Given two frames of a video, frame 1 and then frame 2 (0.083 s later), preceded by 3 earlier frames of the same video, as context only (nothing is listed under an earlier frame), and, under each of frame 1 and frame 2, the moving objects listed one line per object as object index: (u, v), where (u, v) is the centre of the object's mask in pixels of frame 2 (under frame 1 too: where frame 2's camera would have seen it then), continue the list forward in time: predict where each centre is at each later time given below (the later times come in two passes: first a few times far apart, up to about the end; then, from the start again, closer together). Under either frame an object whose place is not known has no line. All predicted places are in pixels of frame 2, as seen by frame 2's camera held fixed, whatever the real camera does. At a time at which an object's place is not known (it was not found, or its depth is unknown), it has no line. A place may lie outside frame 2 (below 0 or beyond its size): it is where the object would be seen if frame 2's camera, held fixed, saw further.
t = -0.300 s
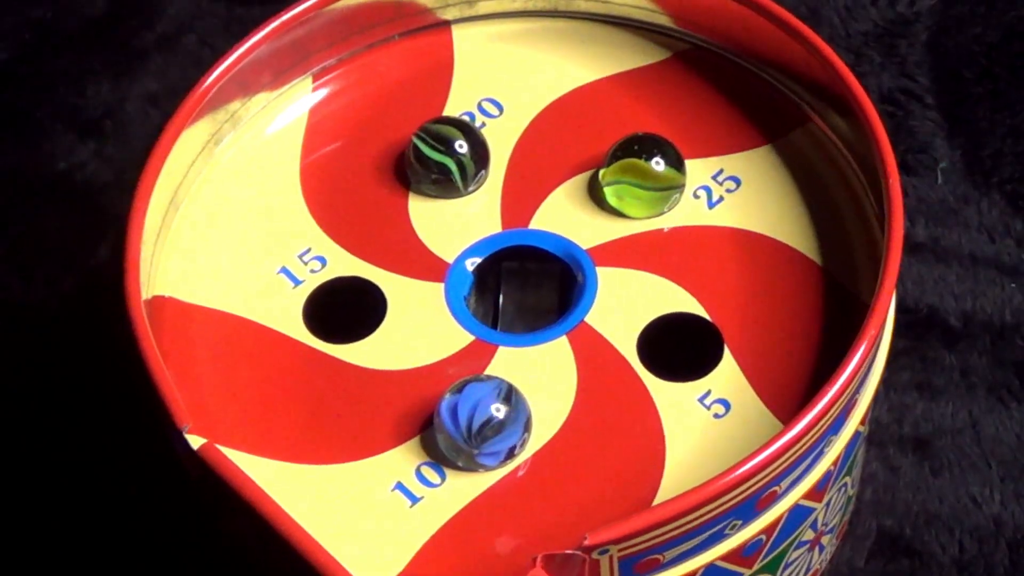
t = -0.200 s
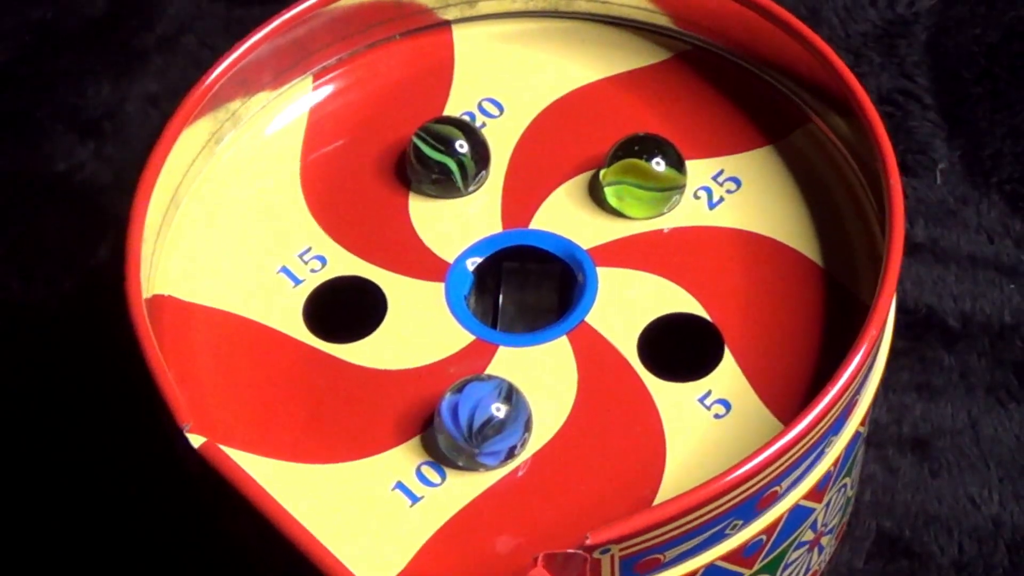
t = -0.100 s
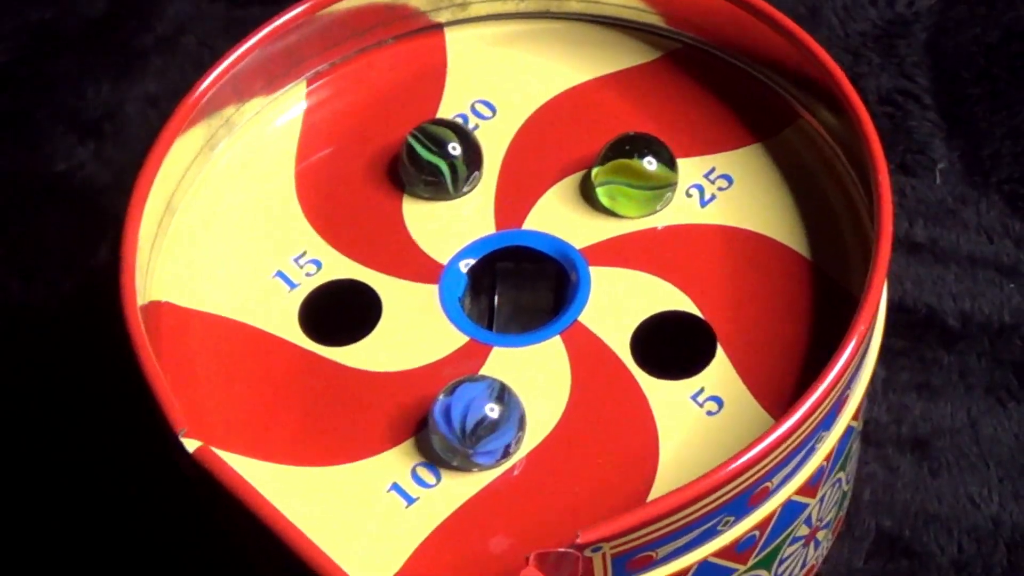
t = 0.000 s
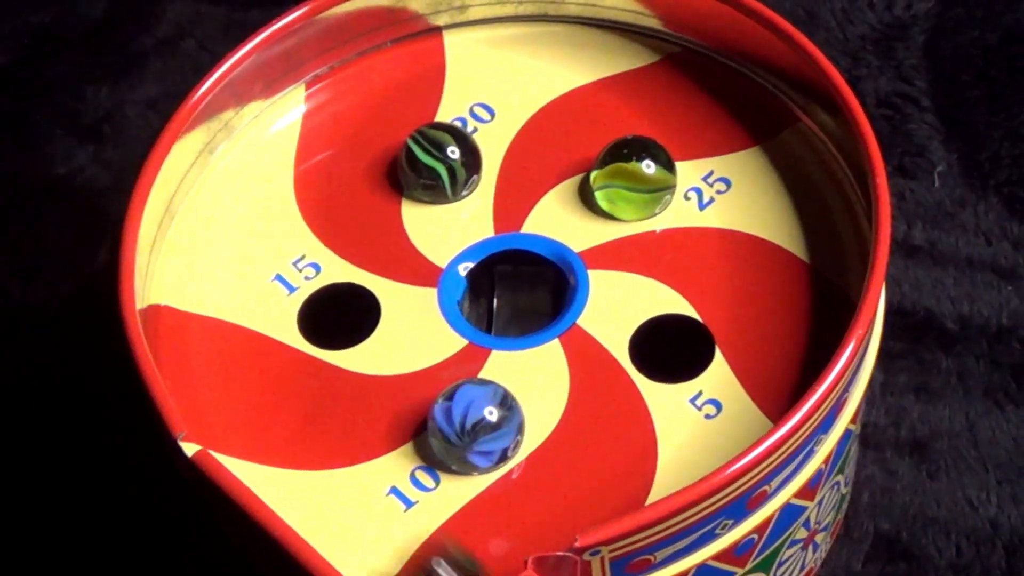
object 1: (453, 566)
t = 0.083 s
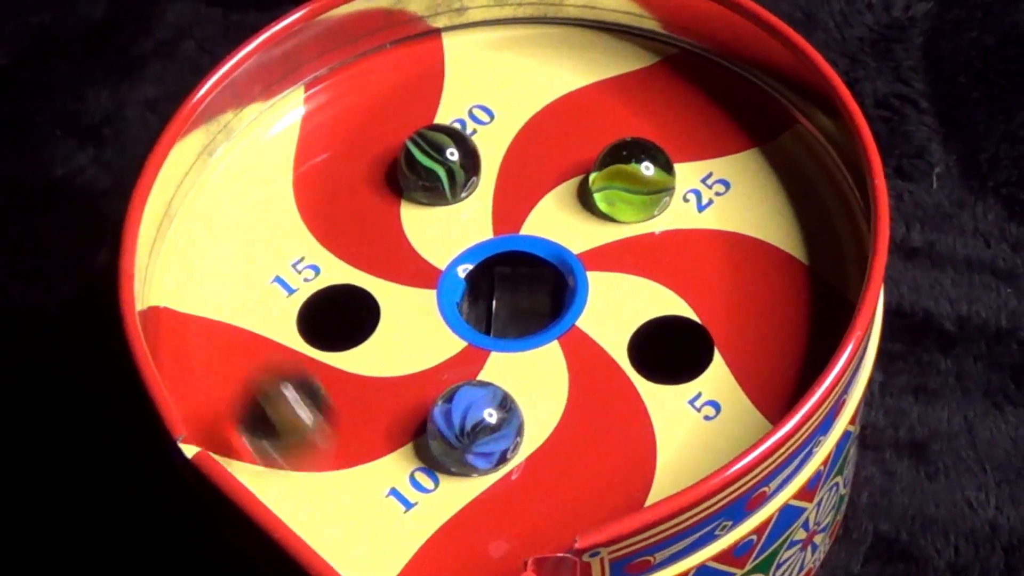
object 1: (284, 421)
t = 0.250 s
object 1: (231, 173)
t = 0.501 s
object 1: (571, 35)
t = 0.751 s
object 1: (828, 263)
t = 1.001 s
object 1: (566, 514)
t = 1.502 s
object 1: (255, 218)
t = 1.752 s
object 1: (370, 115)
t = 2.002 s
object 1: (415, 87)
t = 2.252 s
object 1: (523, 104)
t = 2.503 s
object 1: (604, 103)
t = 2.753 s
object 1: (692, 108)
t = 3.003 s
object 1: (766, 172)
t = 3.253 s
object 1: (739, 282)
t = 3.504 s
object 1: (685, 370)
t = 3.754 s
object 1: (609, 404)
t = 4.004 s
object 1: (565, 393)
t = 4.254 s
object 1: (593, 391)
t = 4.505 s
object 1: (634, 381)
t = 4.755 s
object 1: (690, 342)
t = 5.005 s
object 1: (669, 334)
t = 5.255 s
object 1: (666, 341)
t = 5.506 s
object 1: (666, 341)
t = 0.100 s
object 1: (259, 390)
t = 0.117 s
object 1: (237, 357)
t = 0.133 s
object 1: (221, 329)
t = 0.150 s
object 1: (204, 297)
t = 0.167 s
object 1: (186, 272)
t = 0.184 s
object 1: (189, 253)
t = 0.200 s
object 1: (196, 231)
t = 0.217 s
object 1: (205, 212)
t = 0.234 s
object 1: (214, 192)
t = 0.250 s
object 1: (231, 173)
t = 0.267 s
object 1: (245, 154)
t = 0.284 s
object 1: (252, 134)
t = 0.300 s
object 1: (279, 118)
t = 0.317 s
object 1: (289, 99)
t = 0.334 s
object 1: (329, 91)
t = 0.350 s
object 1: (346, 82)
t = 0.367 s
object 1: (368, 71)
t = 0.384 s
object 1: (392, 59)
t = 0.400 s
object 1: (414, 55)
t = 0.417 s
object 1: (434, 42)
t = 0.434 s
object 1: (459, 38)
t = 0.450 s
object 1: (495, 33)
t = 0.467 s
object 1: (521, 30)
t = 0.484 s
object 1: (546, 31)
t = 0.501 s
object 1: (571, 35)
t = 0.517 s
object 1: (598, 36)
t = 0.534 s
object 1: (629, 44)
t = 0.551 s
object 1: (654, 51)
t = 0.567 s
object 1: (676, 61)
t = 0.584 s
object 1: (696, 70)
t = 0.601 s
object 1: (721, 85)
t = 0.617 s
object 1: (745, 104)
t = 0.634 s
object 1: (766, 117)
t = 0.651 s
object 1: (787, 140)
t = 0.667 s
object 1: (800, 157)
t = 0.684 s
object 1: (819, 167)
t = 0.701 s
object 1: (826, 192)
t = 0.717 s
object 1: (826, 217)
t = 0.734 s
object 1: (831, 246)
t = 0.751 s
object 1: (828, 263)
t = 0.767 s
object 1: (825, 285)
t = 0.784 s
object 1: (818, 303)
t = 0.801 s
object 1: (804, 339)
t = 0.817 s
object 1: (792, 362)
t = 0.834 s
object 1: (784, 374)
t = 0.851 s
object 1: (761, 403)
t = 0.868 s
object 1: (755, 409)
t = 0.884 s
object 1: (737, 427)
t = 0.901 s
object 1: (706, 450)
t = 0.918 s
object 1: (689, 461)
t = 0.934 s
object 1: (665, 474)
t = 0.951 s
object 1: (641, 485)
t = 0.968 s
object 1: (615, 496)
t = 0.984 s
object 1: (590, 506)
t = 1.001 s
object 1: (566, 514)
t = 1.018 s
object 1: (540, 522)
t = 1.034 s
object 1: (518, 529)
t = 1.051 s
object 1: (493, 533)
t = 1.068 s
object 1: (470, 534)
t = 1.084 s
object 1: (443, 532)
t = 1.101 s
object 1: (418, 527)
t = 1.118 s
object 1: (395, 518)
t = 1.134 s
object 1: (371, 511)
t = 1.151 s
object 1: (348, 503)
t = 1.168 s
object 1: (328, 489)
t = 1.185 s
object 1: (309, 479)
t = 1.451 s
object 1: (220, 258)
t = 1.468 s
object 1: (227, 246)
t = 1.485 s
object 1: (237, 235)
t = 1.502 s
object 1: (255, 218)
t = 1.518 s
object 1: (268, 207)
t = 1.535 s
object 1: (282, 196)
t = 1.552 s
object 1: (298, 186)
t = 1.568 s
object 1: (313, 177)
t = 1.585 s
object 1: (328, 169)
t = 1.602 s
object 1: (341, 161)
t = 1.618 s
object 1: (353, 152)
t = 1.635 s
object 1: (355, 146)
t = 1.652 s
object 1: (356, 141)
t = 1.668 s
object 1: (357, 136)
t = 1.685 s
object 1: (359, 131)
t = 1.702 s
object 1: (362, 126)
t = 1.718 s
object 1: (364, 122)
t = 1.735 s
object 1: (366, 119)
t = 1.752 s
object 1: (370, 115)
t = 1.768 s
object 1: (373, 111)
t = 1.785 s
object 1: (376, 108)
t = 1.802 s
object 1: (379, 106)
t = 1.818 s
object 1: (382, 103)
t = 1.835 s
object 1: (385, 102)
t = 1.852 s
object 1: (388, 99)
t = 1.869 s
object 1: (391, 98)
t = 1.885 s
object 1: (394, 96)
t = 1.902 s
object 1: (397, 94)
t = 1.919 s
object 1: (399, 92)
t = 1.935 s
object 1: (402, 92)
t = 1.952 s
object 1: (405, 90)
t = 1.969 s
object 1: (408, 89)
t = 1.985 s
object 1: (412, 89)
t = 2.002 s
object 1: (415, 87)
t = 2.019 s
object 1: (419, 87)
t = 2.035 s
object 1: (424, 86)
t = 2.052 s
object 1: (428, 85)
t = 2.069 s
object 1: (433, 85)
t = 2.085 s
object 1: (438, 84)
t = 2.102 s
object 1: (443, 84)
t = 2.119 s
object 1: (450, 85)
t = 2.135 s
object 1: (458, 86)
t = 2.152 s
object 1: (465, 88)
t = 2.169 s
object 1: (473, 89)
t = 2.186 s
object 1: (482, 91)
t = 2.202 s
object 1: (487, 96)
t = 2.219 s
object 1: (501, 97)
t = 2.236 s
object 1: (511, 100)
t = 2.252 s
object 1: (523, 104)
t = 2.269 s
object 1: (534, 108)
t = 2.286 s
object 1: (546, 112)
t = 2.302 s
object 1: (558, 117)
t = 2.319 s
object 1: (569, 120)
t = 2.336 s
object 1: (571, 119)
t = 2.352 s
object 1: (574, 117)
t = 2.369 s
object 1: (577, 115)
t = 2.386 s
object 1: (580, 113)
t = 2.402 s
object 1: (583, 112)
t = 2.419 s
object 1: (586, 110)
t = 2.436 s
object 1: (590, 108)
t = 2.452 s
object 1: (593, 107)
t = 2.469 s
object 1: (597, 105)
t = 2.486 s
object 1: (600, 104)
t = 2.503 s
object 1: (604, 103)
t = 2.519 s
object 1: (608, 102)
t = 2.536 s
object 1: (613, 100)
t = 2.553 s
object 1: (617, 100)
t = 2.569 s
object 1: (623, 99)
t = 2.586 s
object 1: (628, 98)
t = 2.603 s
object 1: (634, 98)
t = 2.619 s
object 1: (640, 98)
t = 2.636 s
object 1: (647, 98)
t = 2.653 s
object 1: (653, 99)
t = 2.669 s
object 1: (660, 100)
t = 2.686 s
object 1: (666, 100)
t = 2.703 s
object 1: (672, 102)
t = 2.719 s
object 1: (679, 104)
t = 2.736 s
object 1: (686, 106)
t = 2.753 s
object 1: (692, 108)
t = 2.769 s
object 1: (699, 110)
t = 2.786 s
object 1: (706, 112)
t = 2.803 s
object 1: (712, 116)
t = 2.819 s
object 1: (718, 118)
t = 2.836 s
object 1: (724, 122)
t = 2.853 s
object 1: (730, 125)
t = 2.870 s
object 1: (735, 129)
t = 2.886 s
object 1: (740, 134)
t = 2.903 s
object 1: (745, 138)
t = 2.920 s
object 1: (750, 143)
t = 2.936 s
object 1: (756, 149)
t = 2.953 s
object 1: (759, 153)
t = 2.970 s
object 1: (762, 160)
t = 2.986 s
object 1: (764, 166)
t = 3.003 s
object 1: (766, 172)
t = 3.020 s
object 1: (766, 179)
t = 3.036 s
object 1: (767, 186)
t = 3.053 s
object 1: (767, 193)
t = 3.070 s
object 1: (767, 199)
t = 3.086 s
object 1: (767, 204)
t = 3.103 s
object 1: (766, 211)
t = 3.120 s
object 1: (765, 218)
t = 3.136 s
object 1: (762, 225)
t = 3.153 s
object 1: (761, 232)
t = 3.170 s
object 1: (759, 240)
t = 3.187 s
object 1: (757, 247)
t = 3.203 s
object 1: (754, 254)
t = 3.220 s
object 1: (745, 268)
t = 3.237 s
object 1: (742, 275)
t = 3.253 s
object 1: (739, 282)
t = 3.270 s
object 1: (737, 288)
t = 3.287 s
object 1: (736, 293)
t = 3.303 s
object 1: (735, 299)
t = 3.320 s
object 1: (733, 305)
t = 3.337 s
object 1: (730, 312)
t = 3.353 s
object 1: (726, 319)
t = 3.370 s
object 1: (722, 325)
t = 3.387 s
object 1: (718, 332)
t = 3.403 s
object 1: (713, 339)
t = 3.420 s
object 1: (709, 344)
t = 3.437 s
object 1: (705, 350)
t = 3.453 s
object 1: (700, 355)
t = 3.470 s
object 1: (696, 360)
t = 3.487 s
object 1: (691, 365)
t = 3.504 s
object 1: (685, 370)
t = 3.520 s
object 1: (681, 372)
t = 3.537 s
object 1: (676, 377)
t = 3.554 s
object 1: (671, 381)
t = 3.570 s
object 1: (665, 384)
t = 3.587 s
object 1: (659, 387)
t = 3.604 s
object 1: (654, 390)
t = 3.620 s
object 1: (649, 392)
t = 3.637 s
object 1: (643, 395)
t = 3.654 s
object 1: (638, 397)
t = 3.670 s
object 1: (633, 399)
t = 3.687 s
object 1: (628, 400)
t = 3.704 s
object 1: (623, 402)
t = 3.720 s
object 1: (619, 403)
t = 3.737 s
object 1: (614, 404)
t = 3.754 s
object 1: (609, 404)
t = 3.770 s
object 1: (604, 405)
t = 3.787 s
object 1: (600, 404)
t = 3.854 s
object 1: (583, 402)
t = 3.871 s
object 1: (579, 401)
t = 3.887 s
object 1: (575, 400)
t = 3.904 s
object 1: (571, 400)
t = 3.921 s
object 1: (568, 398)
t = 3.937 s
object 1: (566, 397)
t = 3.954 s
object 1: (565, 396)
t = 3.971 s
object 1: (565, 395)
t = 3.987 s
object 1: (565, 394)
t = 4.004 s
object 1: (565, 393)
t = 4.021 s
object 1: (565, 392)
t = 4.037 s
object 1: (566, 392)
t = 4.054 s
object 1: (567, 392)
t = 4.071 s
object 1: (569, 391)
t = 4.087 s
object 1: (570, 391)
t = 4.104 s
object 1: (573, 391)
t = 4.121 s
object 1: (575, 391)
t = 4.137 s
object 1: (577, 390)
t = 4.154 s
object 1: (579, 391)
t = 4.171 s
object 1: (581, 390)
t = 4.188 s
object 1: (583, 391)
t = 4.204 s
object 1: (586, 391)
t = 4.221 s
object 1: (588, 390)
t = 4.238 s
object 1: (591, 390)
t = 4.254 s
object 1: (593, 391)
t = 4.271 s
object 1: (595, 390)
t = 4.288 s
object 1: (598, 390)
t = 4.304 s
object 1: (600, 390)
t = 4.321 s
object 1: (602, 390)
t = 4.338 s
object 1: (605, 390)
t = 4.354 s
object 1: (607, 389)
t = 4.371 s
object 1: (610, 389)
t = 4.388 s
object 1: (612, 388)
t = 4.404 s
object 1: (615, 388)
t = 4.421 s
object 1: (618, 387)
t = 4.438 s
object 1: (621, 386)
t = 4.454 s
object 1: (624, 385)
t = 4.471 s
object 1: (627, 384)
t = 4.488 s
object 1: (631, 382)
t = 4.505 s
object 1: (634, 381)
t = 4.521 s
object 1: (638, 379)
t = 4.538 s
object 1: (642, 378)
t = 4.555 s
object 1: (645, 376)
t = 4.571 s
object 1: (649, 374)
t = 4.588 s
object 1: (652, 371)
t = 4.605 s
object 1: (657, 369)
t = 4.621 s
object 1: (663, 365)
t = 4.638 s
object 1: (665, 364)
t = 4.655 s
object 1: (668, 363)
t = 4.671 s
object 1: (671, 362)
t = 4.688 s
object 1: (676, 357)
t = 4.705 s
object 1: (679, 354)
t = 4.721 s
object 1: (683, 352)
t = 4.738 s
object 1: (685, 347)
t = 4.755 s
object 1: (690, 342)
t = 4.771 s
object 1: (690, 333)
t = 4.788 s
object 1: (687, 327)
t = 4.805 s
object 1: (676, 321)
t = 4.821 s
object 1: (656, 324)
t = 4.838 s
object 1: (650, 328)
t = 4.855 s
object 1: (651, 333)
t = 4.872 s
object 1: (657, 341)
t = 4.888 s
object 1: (663, 343)
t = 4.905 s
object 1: (671, 338)
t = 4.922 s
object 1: (667, 333)
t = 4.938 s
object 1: (660, 332)
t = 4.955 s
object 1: (658, 335)
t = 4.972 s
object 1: (660, 341)
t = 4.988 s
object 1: (668, 340)
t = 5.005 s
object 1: (669, 334)
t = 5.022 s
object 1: (662, 332)
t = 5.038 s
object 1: (660, 335)
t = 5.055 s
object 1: (664, 341)
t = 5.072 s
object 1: (669, 338)
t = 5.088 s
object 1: (665, 334)
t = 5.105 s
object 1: (662, 337)
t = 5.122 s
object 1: (666, 341)
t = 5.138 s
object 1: (667, 337)
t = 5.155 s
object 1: (663, 337)
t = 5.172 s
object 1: (665, 341)
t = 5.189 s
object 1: (666, 338)
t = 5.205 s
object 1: (663, 339)
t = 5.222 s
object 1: (667, 340)
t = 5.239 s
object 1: (664, 339)
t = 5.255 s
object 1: (666, 341)
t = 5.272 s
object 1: (665, 339)
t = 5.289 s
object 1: (667, 340)
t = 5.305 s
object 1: (666, 340)
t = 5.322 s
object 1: (666, 340)
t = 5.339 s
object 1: (666, 341)
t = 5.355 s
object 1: (666, 341)
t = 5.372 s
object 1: (666, 341)
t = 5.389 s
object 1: (666, 341)
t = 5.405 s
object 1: (666, 341)
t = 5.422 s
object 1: (666, 341)
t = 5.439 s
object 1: (666, 341)
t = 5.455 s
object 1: (666, 341)
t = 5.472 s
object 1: (666, 341)
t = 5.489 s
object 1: (666, 341)
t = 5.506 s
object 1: (666, 341)
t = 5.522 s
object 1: (666, 341)
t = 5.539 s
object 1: (666, 341)
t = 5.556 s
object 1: (666, 341)
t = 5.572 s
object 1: (666, 341)
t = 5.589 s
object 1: (666, 341)
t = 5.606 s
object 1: (666, 341)
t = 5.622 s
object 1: (666, 341)
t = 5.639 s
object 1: (666, 341)
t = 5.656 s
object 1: (666, 341)
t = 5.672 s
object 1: (666, 341)
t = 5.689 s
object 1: (666, 341)
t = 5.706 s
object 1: (666, 341)
